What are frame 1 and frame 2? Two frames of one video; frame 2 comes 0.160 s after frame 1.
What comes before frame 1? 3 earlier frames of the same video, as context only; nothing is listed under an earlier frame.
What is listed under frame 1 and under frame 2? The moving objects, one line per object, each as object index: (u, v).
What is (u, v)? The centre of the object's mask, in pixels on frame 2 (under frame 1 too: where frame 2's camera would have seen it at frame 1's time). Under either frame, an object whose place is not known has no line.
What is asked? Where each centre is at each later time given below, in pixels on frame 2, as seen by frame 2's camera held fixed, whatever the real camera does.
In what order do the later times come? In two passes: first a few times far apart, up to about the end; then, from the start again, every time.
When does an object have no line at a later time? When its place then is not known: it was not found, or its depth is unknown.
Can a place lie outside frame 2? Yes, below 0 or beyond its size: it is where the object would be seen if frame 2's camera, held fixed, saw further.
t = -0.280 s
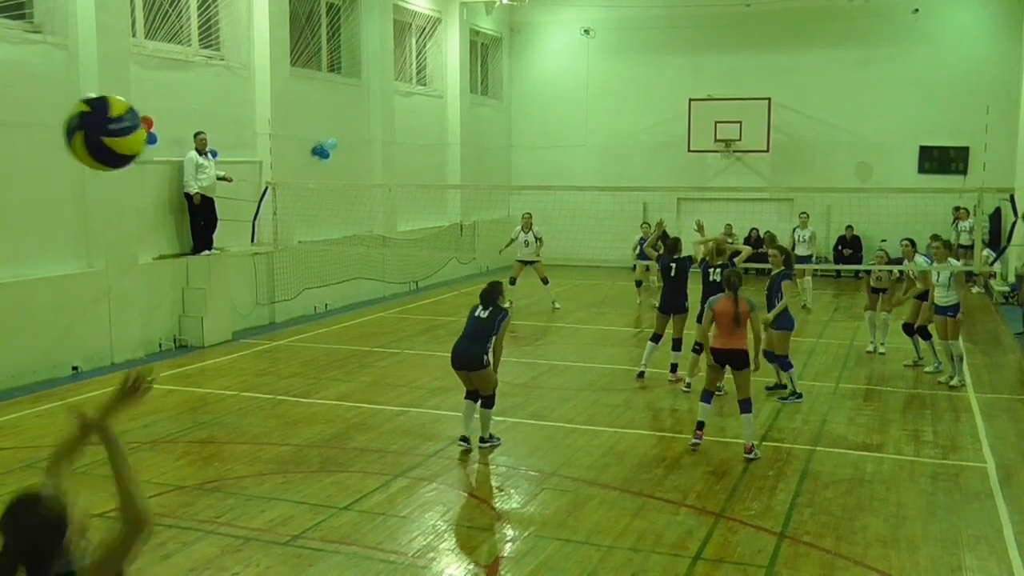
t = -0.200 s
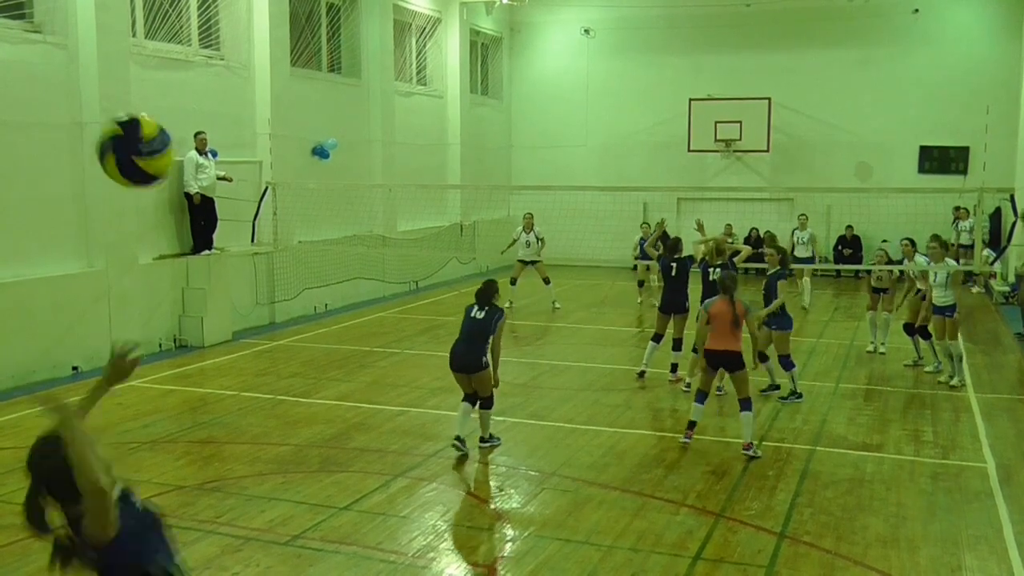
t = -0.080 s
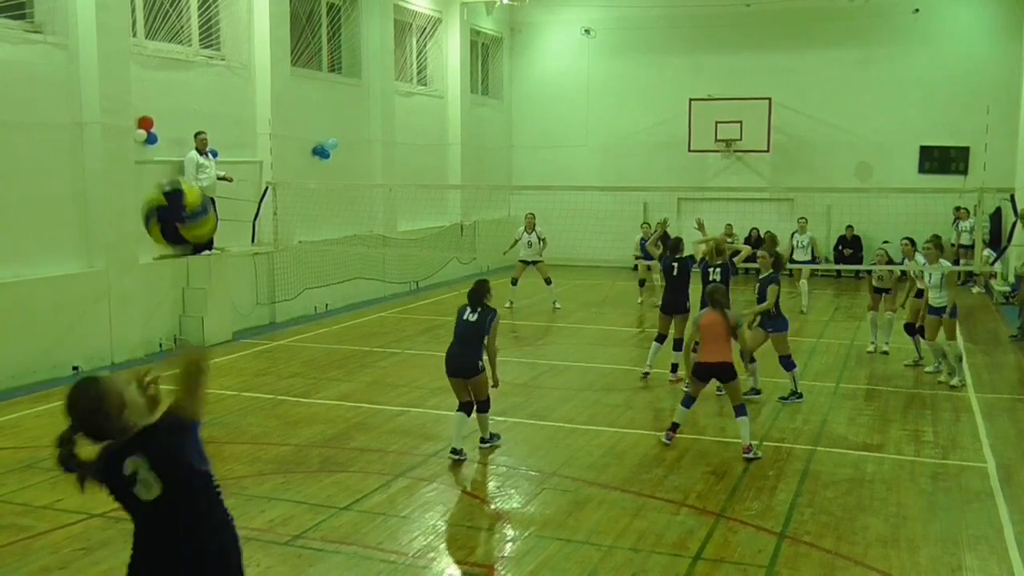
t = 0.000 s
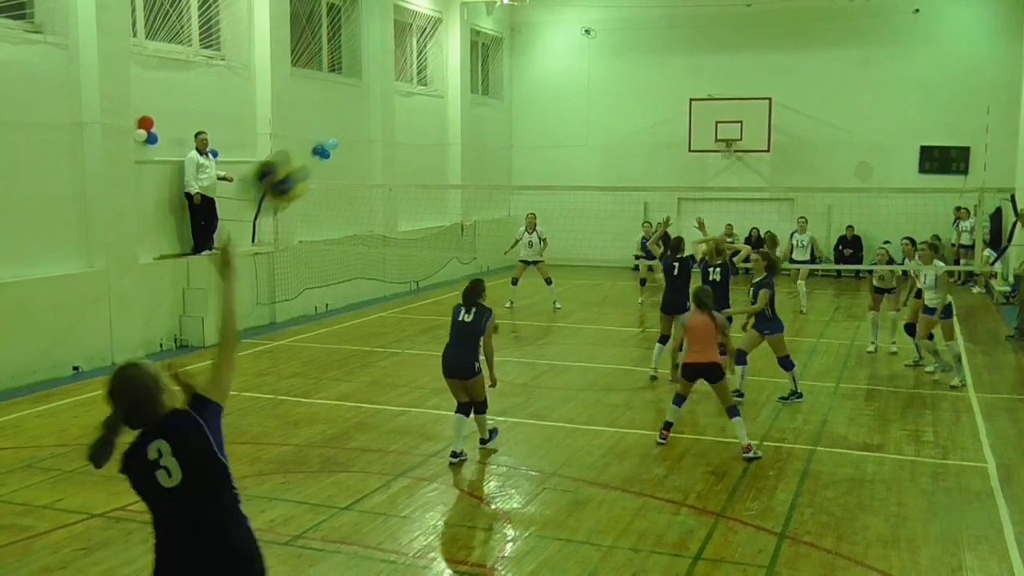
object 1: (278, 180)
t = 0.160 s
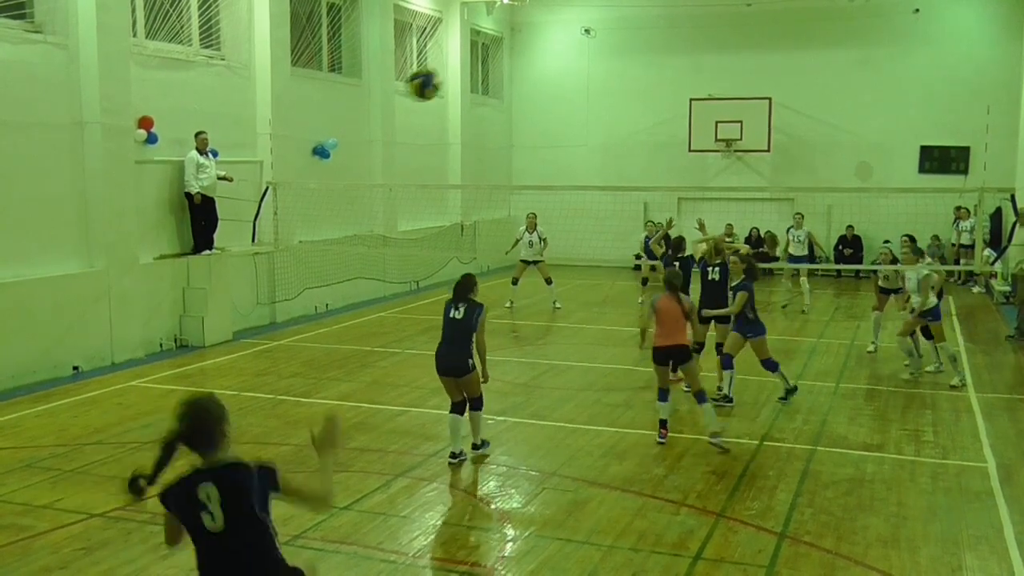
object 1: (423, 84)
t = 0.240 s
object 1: (455, 72)
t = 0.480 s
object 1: (494, 90)
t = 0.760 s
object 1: (495, 150)
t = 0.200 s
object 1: (442, 76)
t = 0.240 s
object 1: (455, 72)
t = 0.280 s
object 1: (466, 70)
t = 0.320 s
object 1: (474, 71)
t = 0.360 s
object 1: (482, 74)
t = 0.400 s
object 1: (487, 78)
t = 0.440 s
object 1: (490, 83)
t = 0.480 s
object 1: (494, 90)
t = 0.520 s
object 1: (496, 97)
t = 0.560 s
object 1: (497, 105)
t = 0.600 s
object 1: (498, 114)
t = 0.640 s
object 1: (498, 122)
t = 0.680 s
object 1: (498, 131)
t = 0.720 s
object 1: (497, 140)
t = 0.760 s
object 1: (495, 150)
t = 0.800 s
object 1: (494, 159)
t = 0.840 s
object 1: (492, 169)
